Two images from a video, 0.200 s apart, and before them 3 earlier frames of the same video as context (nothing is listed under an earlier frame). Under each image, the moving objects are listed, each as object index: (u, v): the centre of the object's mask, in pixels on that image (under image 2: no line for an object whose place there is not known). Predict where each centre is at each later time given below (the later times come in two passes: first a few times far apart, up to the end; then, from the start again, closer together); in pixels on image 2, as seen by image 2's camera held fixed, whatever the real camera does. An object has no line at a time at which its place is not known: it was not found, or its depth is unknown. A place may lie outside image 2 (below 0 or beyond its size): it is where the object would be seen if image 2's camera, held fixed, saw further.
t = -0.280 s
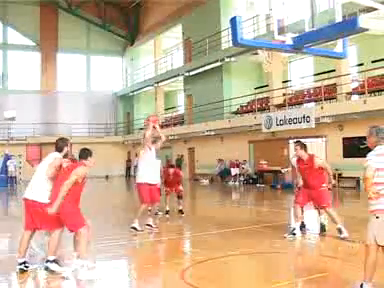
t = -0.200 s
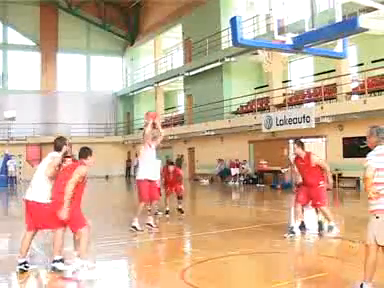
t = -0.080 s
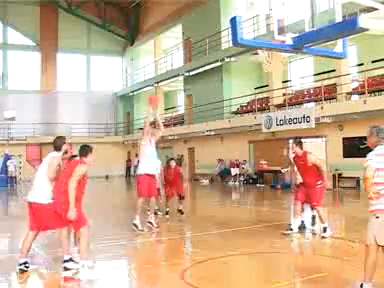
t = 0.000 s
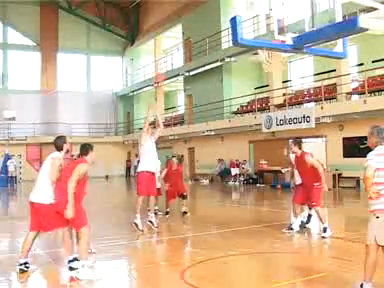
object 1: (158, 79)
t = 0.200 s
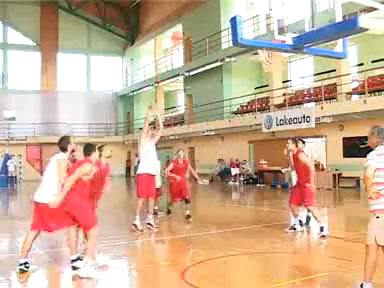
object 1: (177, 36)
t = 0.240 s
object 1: (181, 29)
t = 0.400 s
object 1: (198, 9)
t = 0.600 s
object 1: (223, 3)
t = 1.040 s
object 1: (268, 58)
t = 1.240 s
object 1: (267, 62)
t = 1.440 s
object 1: (274, 76)
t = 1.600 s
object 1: (281, 103)
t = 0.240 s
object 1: (181, 29)
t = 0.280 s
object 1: (185, 23)
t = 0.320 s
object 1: (189, 19)
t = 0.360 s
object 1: (194, 14)
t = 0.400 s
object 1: (198, 9)
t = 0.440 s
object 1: (202, 5)
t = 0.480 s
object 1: (207, 5)
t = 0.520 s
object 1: (211, 4)
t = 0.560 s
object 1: (217, 4)
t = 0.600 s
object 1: (223, 3)
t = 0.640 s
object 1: (227, 4)
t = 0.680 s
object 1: (231, 5)
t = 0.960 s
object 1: (271, 55)
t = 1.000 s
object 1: (270, 56)
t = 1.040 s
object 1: (268, 58)
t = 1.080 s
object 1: (265, 59)
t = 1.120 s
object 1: (265, 59)
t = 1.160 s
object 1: (265, 60)
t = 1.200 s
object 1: (266, 60)
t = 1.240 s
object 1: (267, 62)
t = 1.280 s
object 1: (268, 62)
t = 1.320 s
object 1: (270, 64)
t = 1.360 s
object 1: (271, 65)
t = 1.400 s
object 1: (272, 68)
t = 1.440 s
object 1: (274, 76)
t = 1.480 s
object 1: (275, 80)
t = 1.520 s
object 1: (278, 87)
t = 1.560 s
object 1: (281, 96)
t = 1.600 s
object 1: (281, 103)
